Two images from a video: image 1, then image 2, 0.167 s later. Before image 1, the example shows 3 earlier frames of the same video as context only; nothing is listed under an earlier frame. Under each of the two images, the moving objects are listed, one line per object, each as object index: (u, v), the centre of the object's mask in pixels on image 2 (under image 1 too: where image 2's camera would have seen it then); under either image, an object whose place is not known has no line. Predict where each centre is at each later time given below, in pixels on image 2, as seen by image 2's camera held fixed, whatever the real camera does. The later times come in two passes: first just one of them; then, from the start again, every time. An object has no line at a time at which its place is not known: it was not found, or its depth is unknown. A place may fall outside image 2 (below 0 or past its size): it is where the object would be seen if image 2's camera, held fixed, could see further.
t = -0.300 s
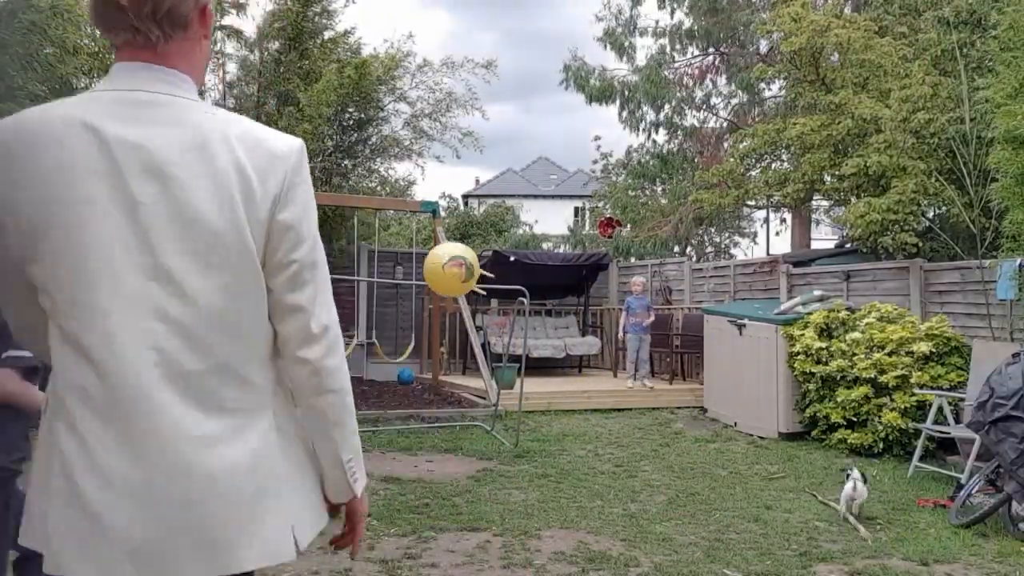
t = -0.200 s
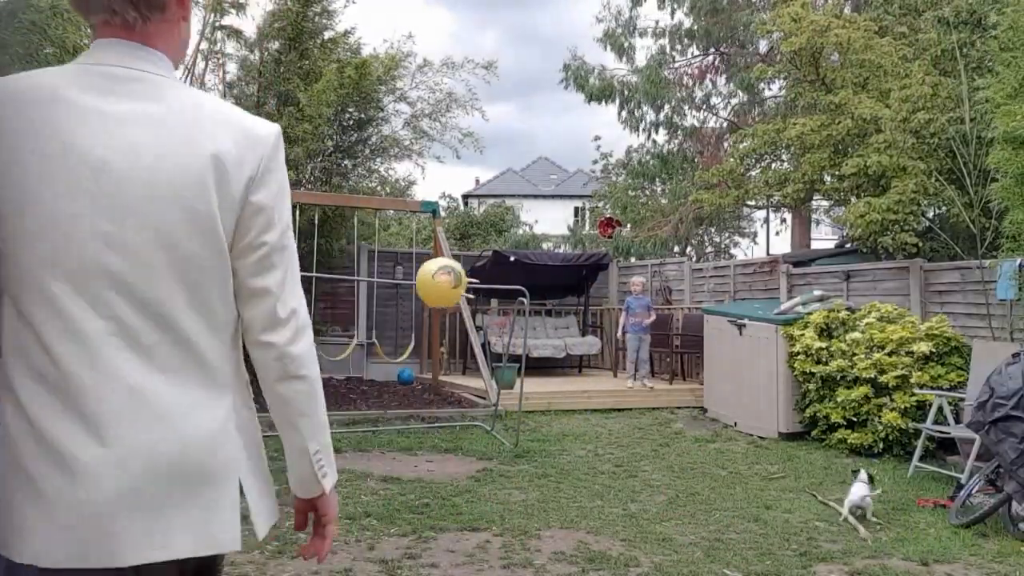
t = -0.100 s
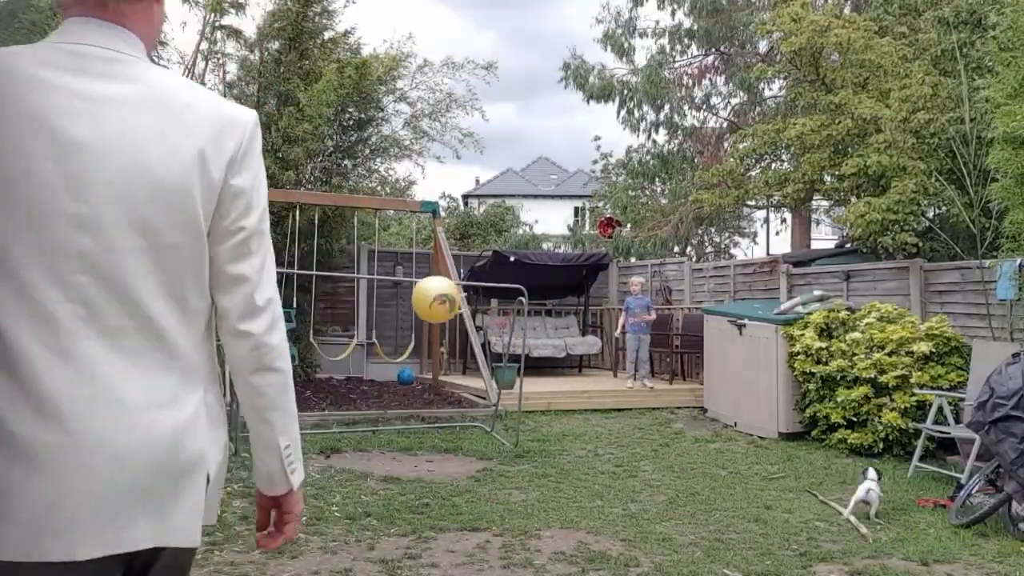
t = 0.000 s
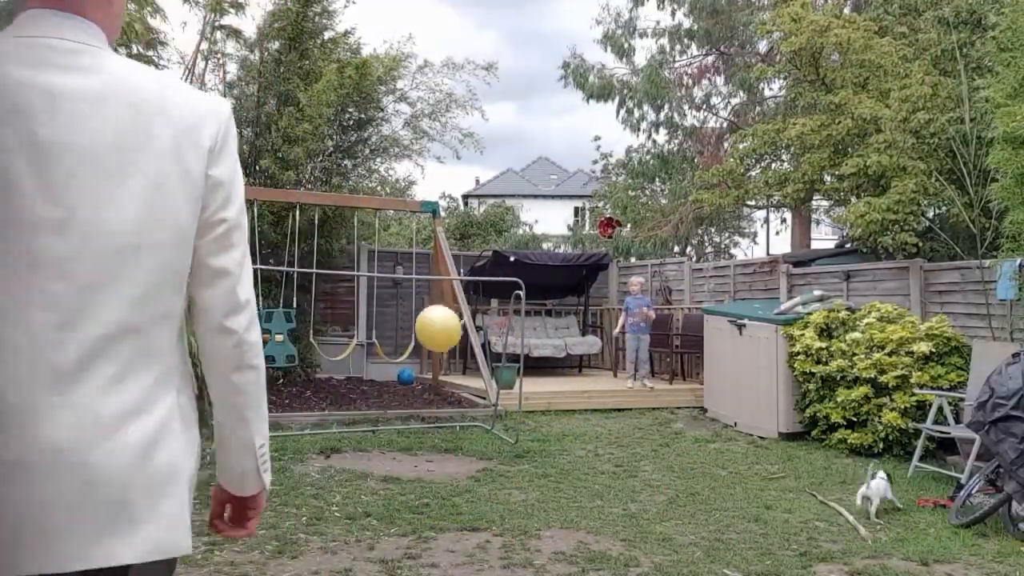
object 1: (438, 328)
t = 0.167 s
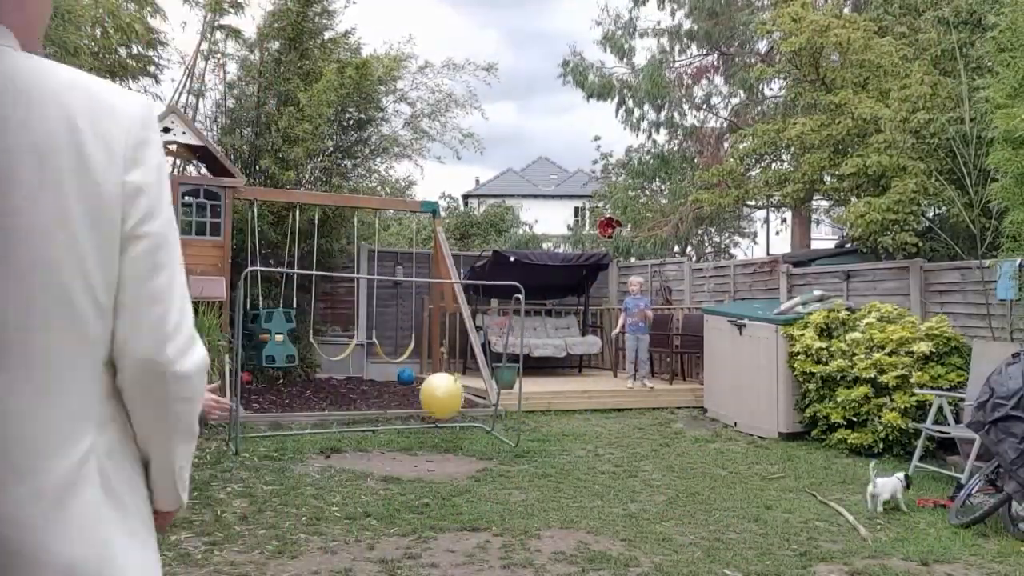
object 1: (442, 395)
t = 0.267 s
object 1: (443, 428)
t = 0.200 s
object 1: (442, 411)
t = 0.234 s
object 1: (442, 426)
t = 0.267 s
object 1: (443, 428)
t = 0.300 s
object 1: (446, 421)
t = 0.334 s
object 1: (449, 411)
